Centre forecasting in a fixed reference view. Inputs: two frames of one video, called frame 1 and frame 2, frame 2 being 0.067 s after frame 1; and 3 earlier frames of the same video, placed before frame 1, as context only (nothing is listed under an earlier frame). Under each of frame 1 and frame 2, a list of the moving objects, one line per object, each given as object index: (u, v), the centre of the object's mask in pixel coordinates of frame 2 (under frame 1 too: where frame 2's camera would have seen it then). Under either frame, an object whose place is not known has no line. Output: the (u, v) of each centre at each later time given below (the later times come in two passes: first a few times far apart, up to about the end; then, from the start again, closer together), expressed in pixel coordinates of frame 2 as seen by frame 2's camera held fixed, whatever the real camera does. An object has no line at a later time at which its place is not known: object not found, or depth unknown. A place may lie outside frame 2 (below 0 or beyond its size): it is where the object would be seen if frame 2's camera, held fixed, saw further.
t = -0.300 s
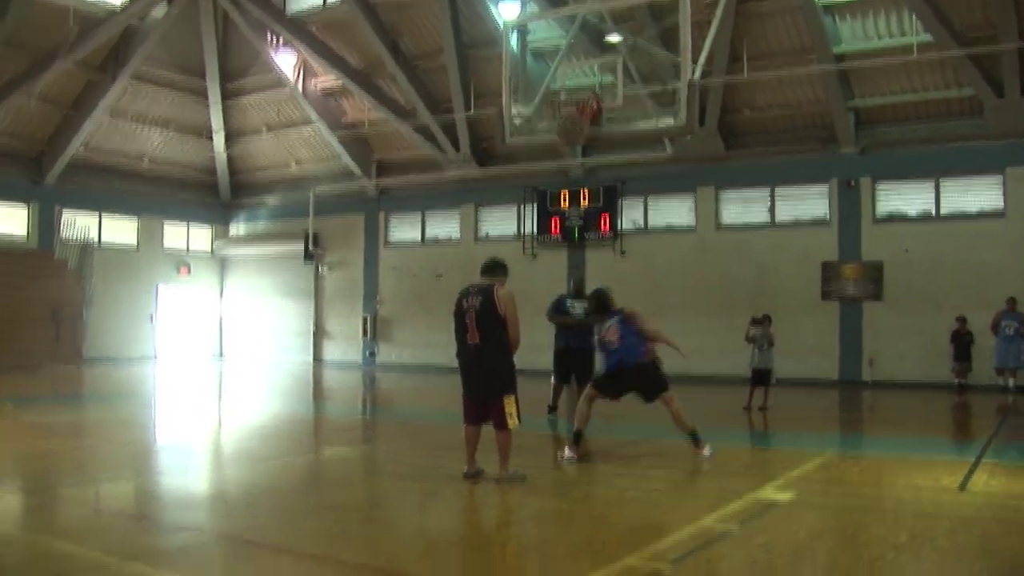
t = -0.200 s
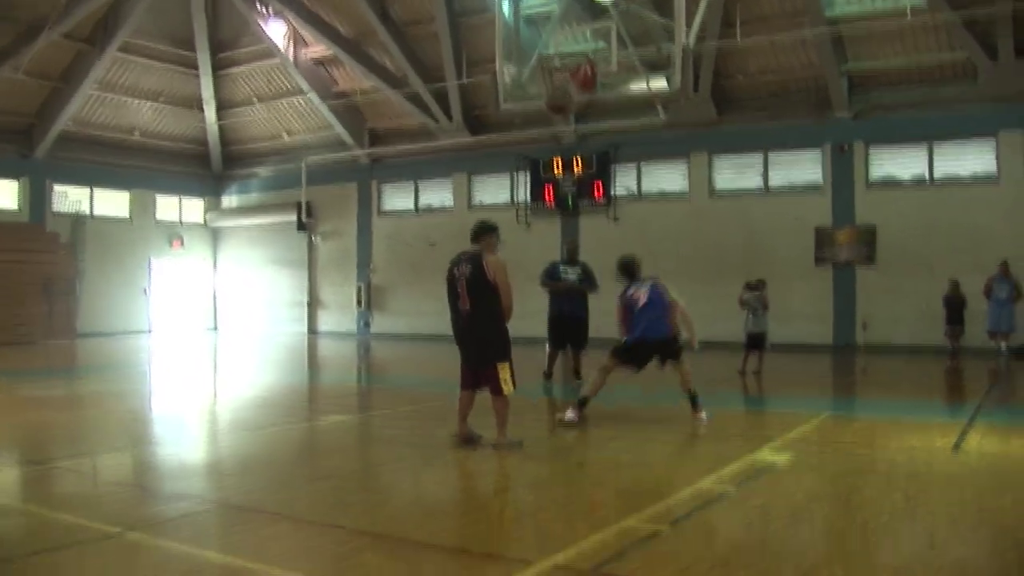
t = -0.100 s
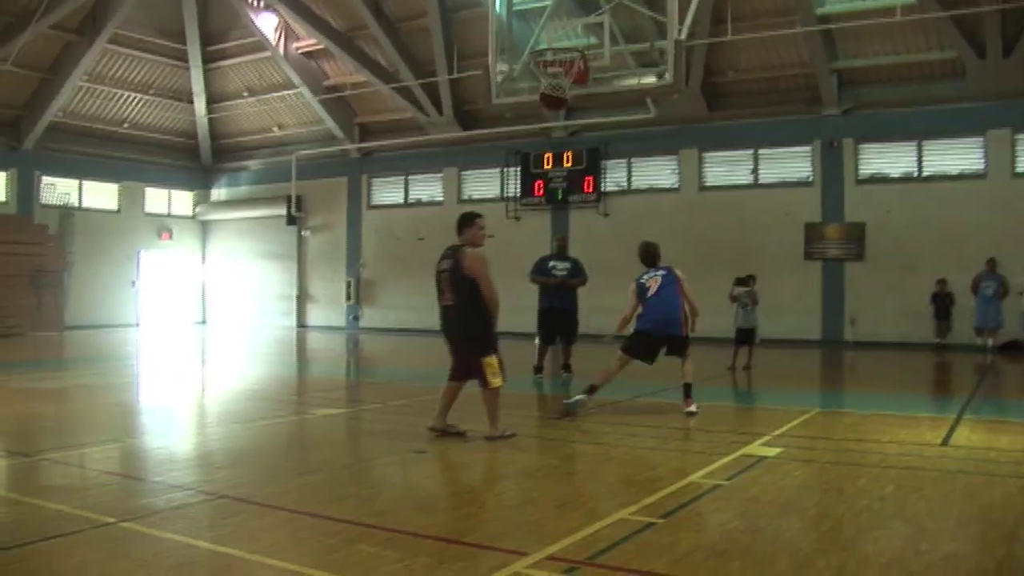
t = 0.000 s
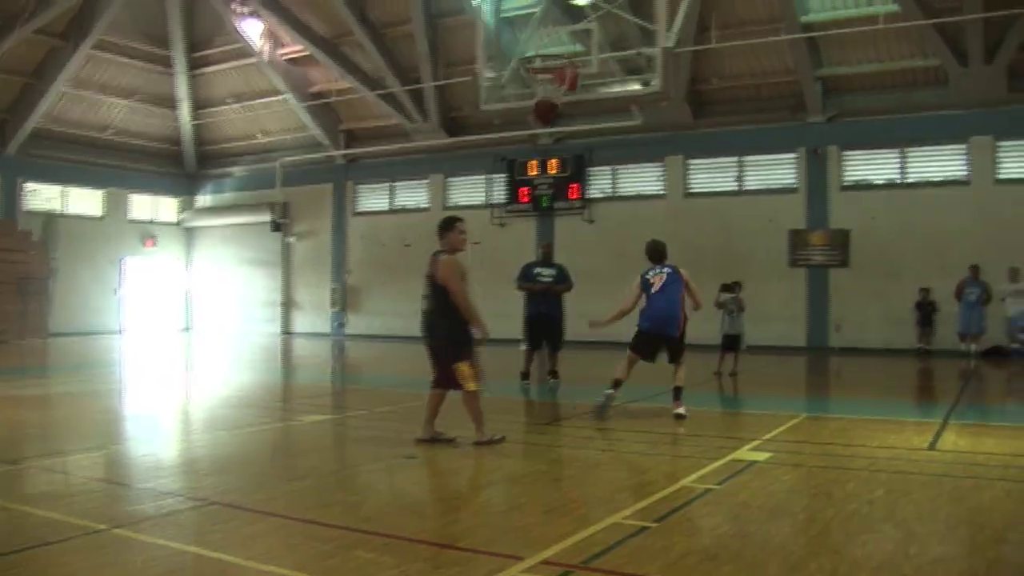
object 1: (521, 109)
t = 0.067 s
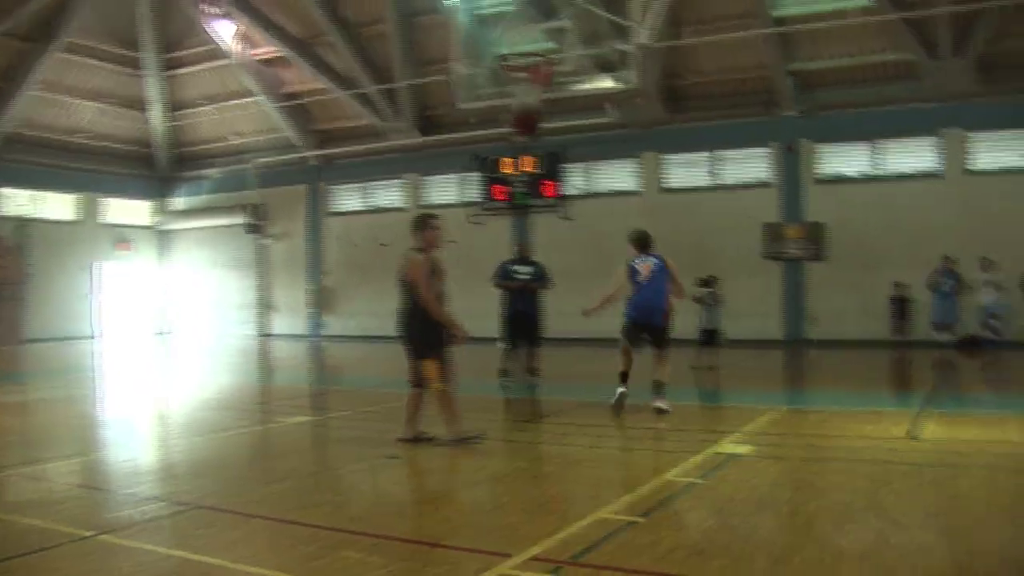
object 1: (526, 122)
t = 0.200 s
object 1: (534, 163)
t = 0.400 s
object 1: (548, 263)
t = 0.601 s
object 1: (561, 409)
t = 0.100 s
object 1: (528, 131)
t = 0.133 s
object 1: (530, 141)
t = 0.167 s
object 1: (533, 150)
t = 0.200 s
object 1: (534, 163)
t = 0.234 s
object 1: (537, 180)
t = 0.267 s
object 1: (541, 193)
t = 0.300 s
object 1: (543, 211)
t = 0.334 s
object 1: (545, 229)
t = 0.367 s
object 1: (548, 244)
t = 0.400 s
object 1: (548, 263)
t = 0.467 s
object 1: (557, 305)
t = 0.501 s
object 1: (558, 330)
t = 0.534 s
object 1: (559, 361)
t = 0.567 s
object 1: (560, 385)
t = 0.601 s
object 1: (561, 409)
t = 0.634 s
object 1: (566, 395)
